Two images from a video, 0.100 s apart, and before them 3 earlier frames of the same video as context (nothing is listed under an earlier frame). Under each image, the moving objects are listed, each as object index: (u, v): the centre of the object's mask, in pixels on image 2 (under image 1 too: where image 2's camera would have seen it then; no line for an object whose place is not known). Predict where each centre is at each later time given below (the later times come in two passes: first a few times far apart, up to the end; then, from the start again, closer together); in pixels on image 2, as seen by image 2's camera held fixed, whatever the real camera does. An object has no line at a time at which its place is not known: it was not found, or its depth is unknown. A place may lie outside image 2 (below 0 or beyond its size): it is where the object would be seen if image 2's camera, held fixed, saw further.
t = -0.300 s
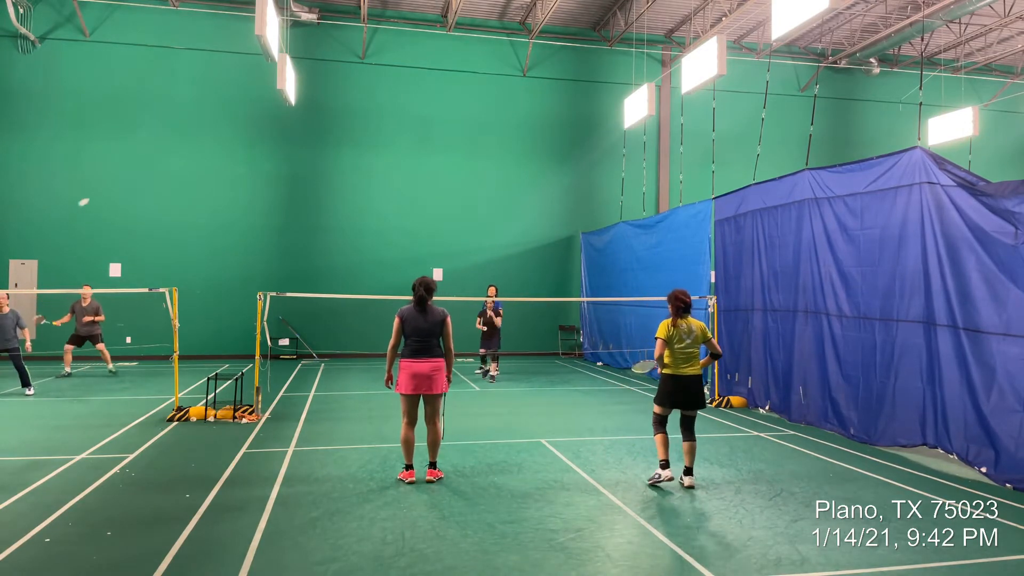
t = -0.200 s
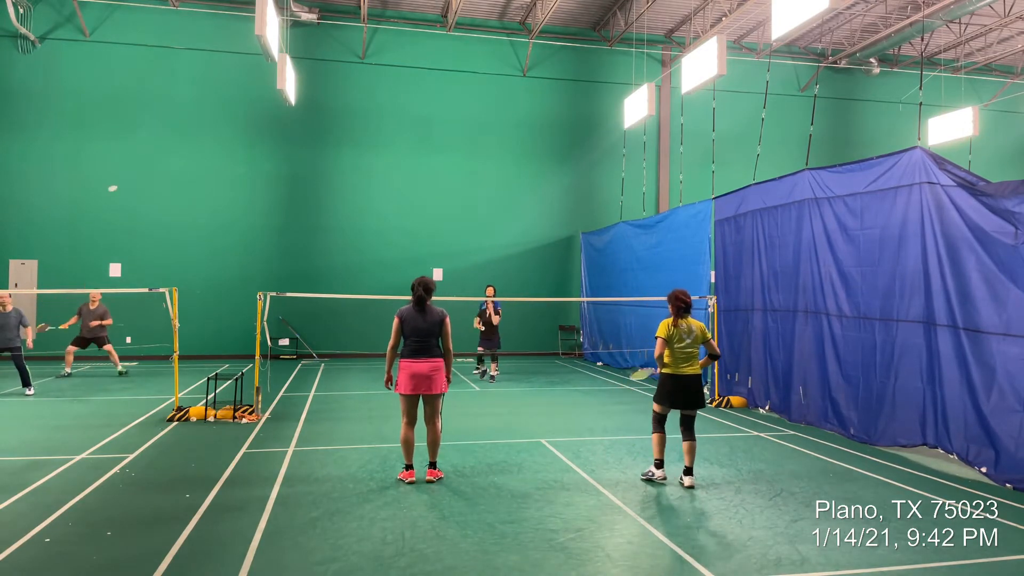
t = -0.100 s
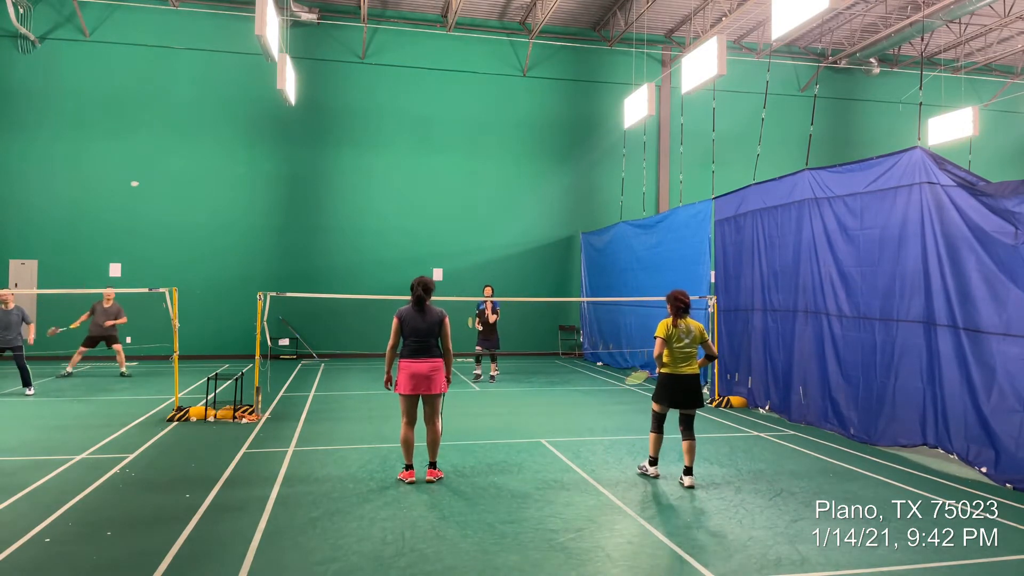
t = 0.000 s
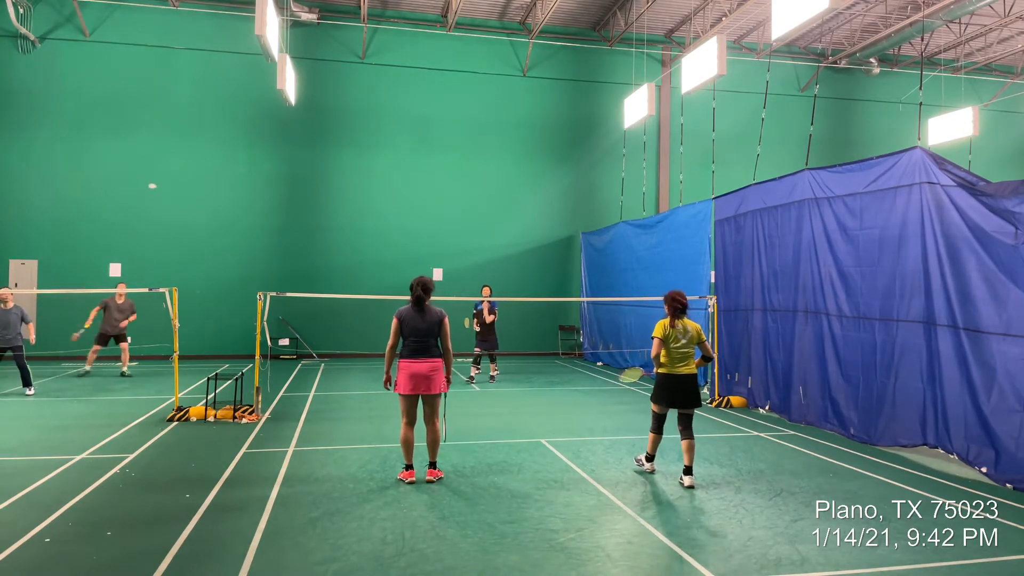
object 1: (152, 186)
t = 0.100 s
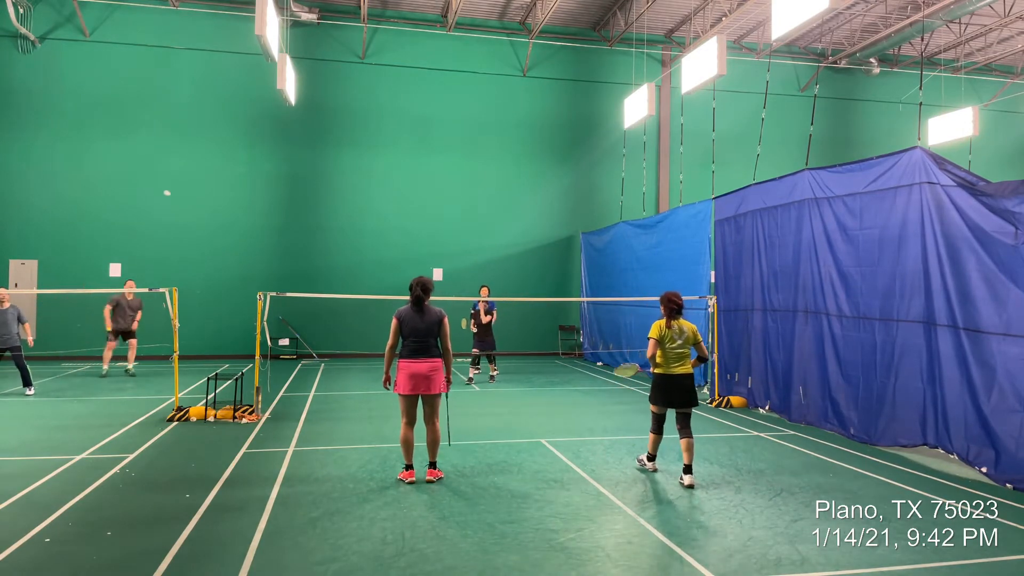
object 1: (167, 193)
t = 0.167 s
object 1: (175, 201)
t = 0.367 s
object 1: (196, 232)
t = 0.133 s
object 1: (171, 197)
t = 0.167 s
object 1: (175, 201)
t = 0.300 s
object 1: (190, 220)
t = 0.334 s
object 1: (193, 226)
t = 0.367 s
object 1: (196, 232)
